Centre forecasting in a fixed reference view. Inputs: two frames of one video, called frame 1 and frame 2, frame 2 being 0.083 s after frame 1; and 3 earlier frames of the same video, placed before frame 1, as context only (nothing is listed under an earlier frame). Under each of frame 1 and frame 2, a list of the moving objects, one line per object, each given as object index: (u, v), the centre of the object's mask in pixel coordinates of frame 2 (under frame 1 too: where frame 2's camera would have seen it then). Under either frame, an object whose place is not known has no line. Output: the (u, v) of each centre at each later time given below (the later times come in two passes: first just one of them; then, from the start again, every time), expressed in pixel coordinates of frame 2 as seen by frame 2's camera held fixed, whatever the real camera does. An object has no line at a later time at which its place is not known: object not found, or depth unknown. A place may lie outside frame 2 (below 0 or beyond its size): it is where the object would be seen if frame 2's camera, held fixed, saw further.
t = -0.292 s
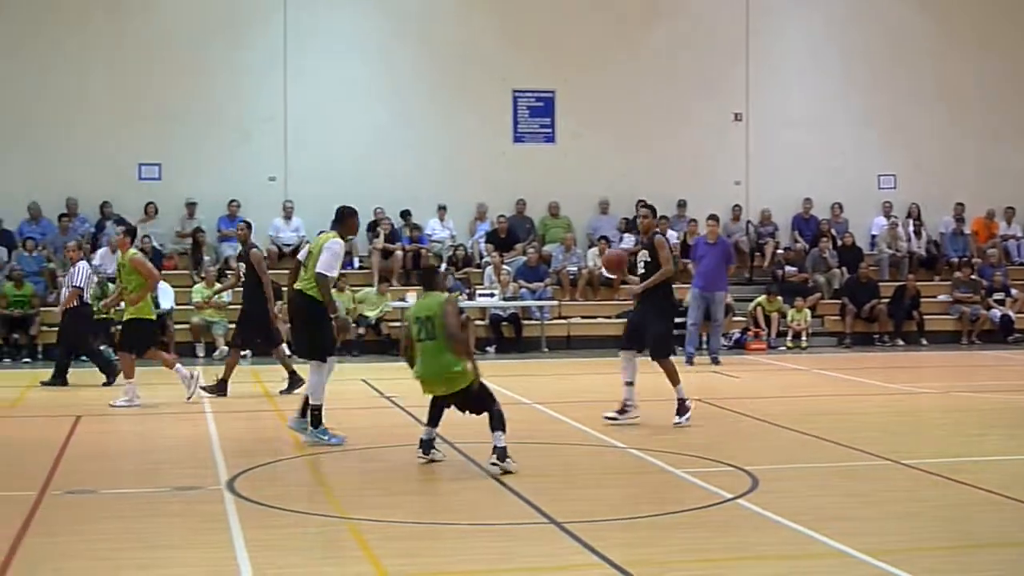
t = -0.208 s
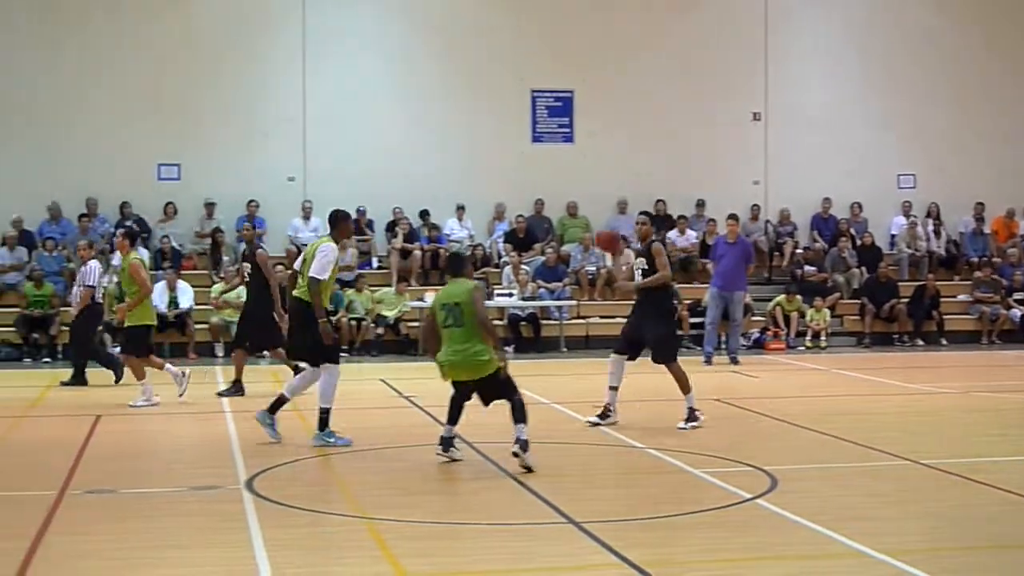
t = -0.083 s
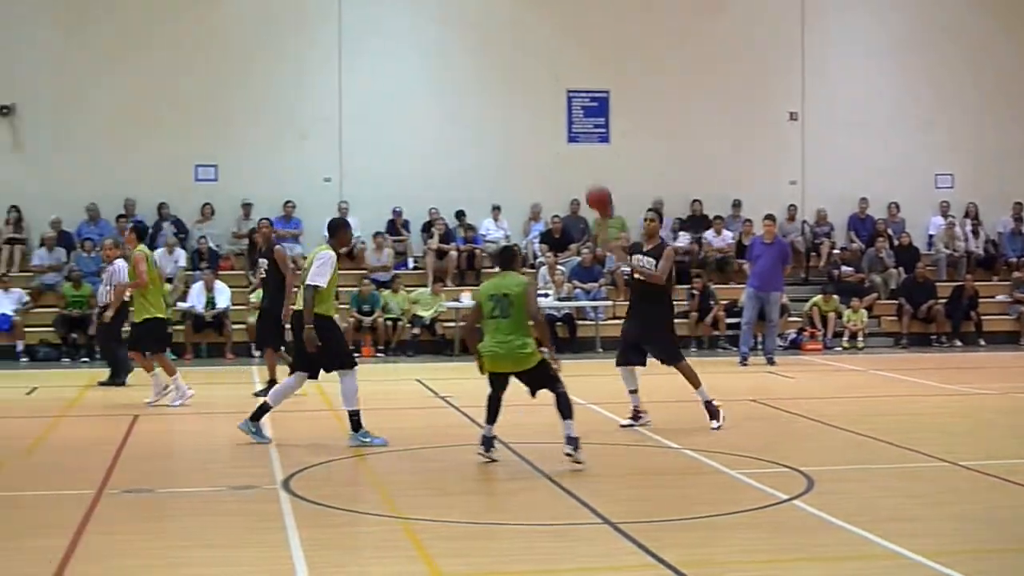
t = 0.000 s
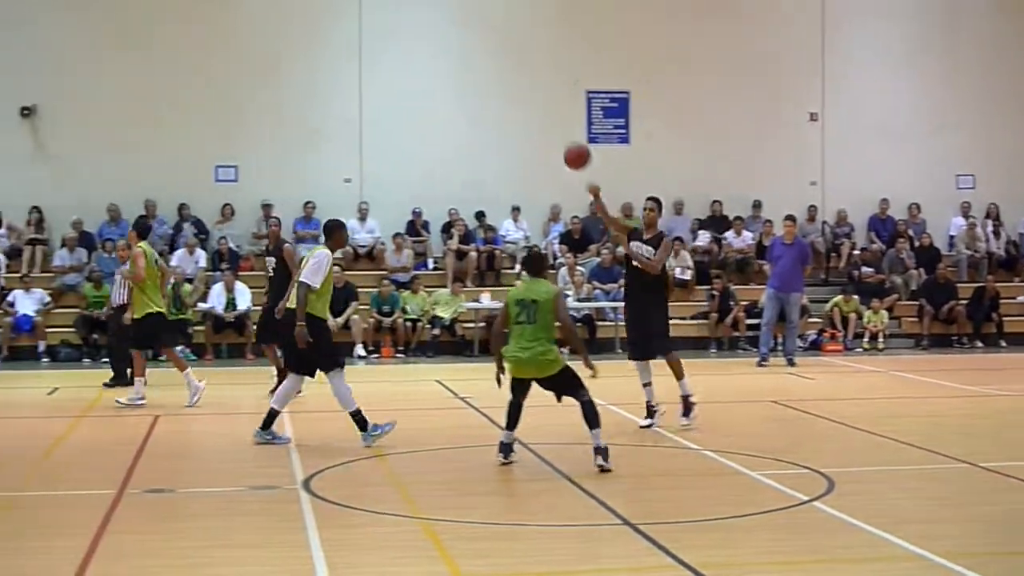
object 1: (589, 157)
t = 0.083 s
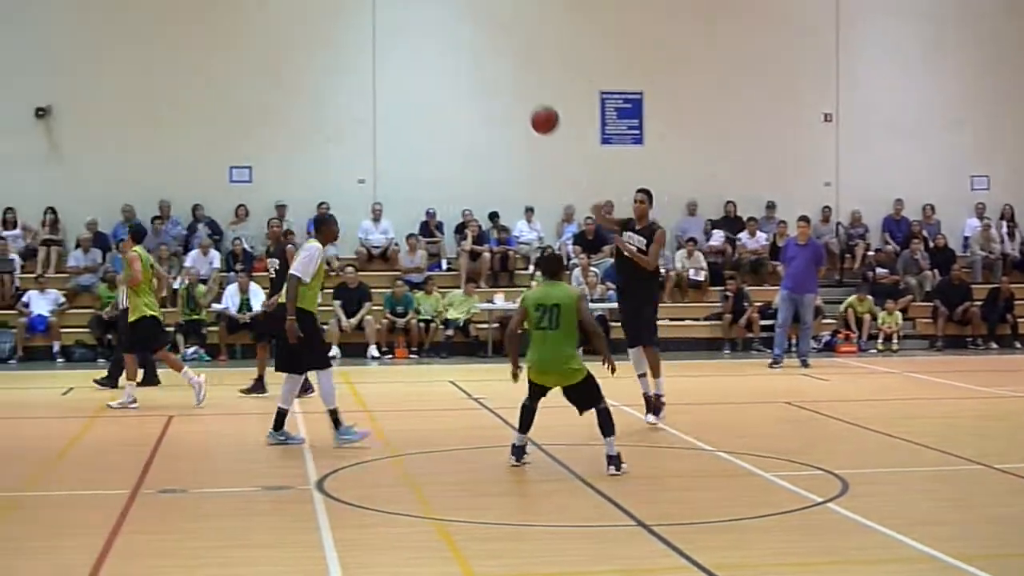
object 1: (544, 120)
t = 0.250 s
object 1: (434, 54)
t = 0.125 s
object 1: (519, 102)
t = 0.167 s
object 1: (492, 86)
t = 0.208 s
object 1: (464, 69)
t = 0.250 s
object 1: (434, 54)
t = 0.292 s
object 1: (401, 41)
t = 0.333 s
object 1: (366, 30)
